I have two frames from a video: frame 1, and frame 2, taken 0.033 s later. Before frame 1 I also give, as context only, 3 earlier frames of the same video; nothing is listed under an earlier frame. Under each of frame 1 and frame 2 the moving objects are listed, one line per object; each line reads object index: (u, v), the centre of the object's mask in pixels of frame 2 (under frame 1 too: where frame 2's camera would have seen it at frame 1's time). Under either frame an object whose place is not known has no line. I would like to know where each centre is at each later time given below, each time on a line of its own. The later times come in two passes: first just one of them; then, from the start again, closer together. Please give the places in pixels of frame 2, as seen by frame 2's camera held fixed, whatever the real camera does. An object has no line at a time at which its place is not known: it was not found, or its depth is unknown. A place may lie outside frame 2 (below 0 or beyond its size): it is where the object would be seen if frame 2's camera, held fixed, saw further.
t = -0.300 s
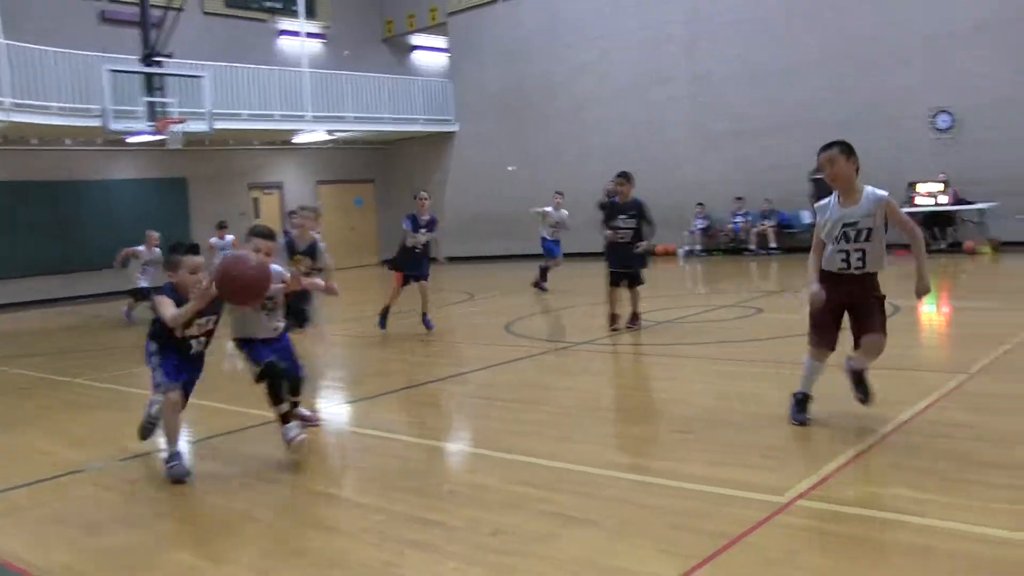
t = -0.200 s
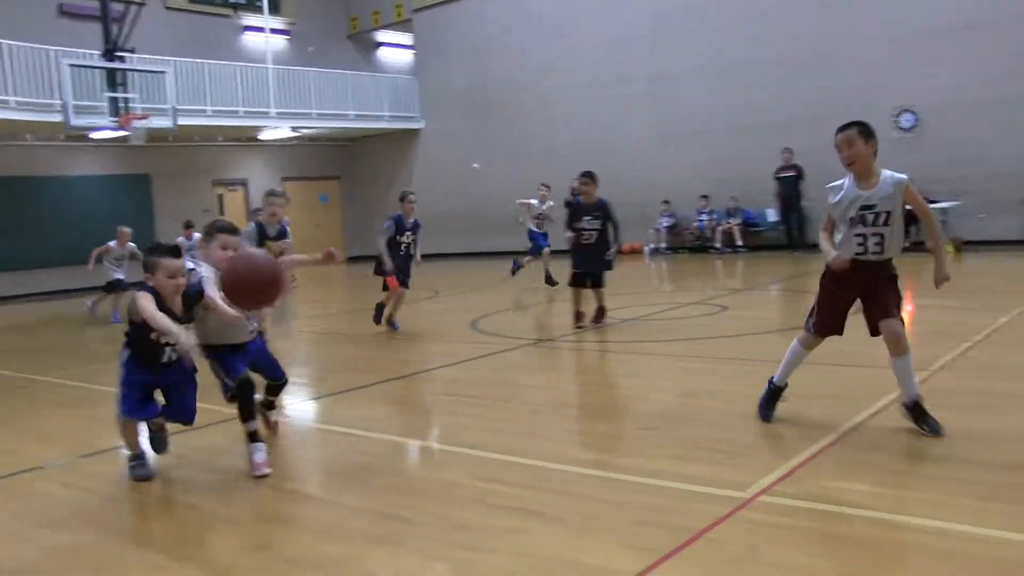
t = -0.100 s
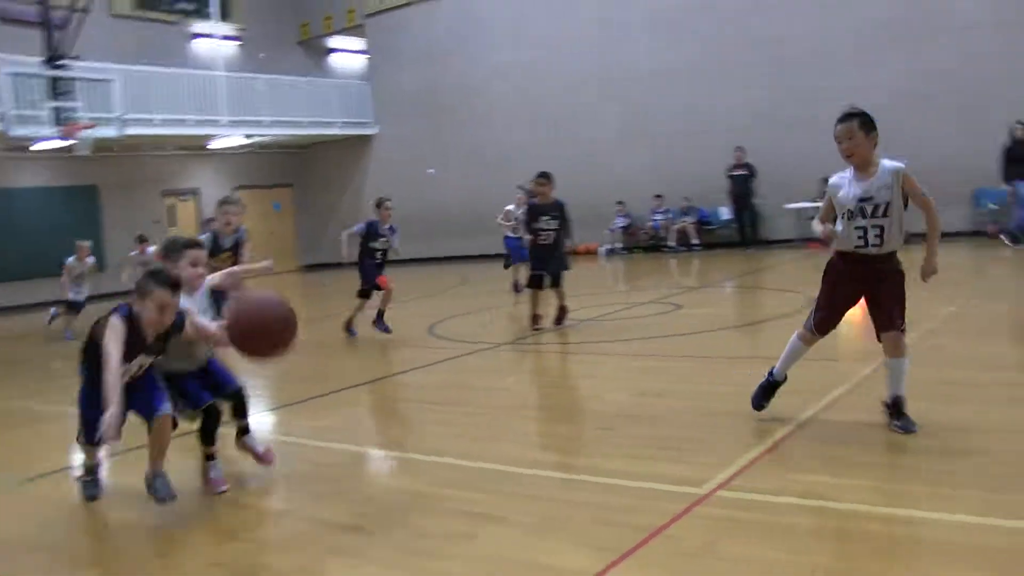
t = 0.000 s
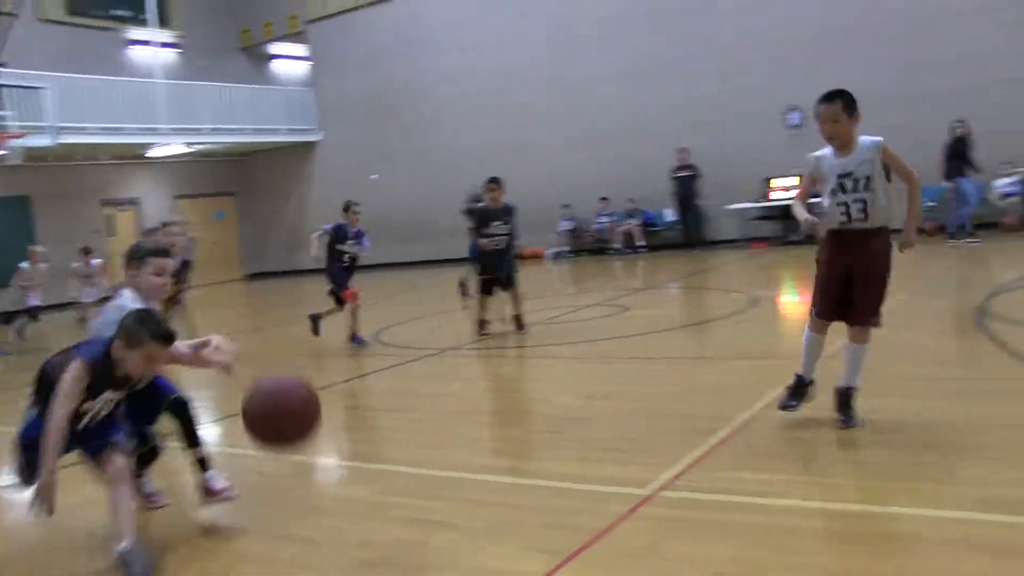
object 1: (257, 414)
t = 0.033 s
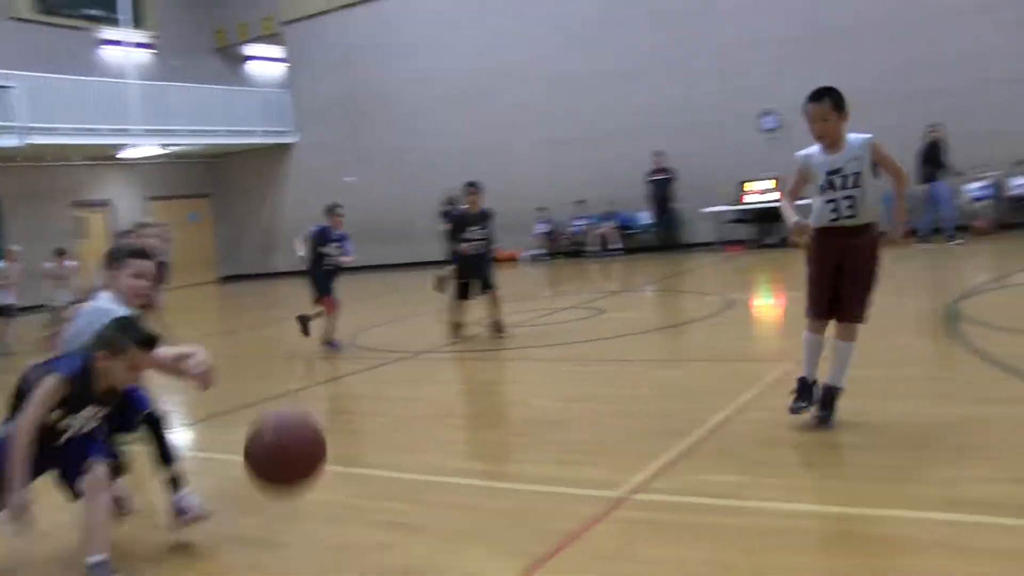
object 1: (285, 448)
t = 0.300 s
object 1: (470, 451)
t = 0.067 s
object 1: (317, 492)
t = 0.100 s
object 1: (353, 536)
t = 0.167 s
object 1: (405, 544)
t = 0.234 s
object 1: (434, 501)
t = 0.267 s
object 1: (451, 475)
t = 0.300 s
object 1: (470, 451)
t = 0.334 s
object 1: (491, 429)
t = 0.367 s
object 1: (516, 416)
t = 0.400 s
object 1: (542, 403)
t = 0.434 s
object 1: (572, 396)
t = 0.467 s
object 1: (605, 395)
